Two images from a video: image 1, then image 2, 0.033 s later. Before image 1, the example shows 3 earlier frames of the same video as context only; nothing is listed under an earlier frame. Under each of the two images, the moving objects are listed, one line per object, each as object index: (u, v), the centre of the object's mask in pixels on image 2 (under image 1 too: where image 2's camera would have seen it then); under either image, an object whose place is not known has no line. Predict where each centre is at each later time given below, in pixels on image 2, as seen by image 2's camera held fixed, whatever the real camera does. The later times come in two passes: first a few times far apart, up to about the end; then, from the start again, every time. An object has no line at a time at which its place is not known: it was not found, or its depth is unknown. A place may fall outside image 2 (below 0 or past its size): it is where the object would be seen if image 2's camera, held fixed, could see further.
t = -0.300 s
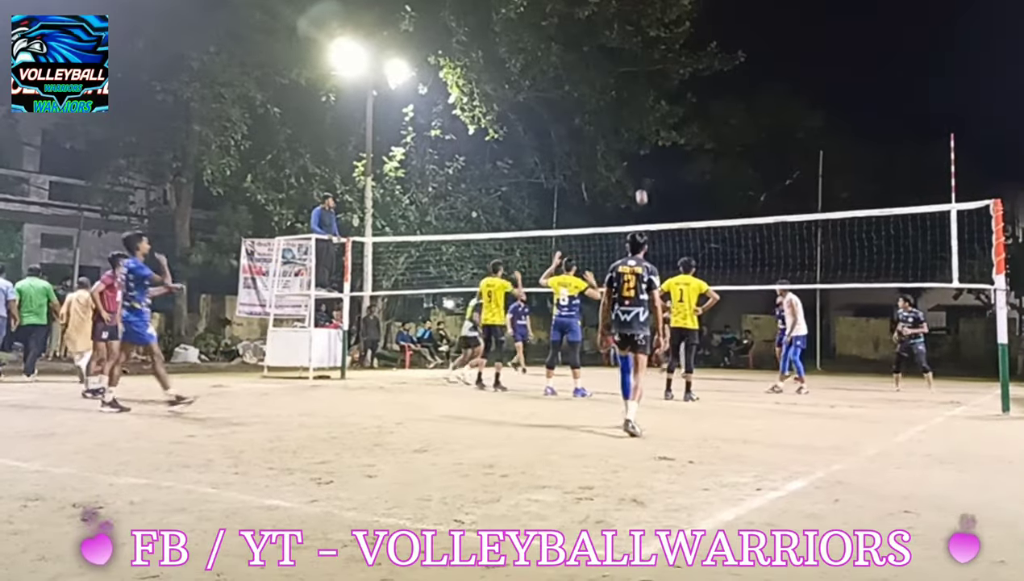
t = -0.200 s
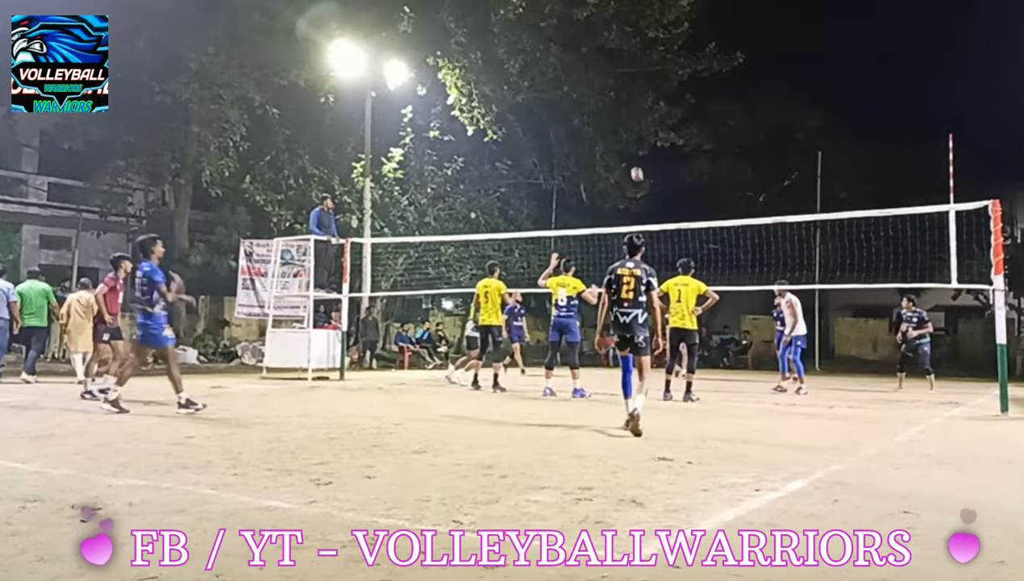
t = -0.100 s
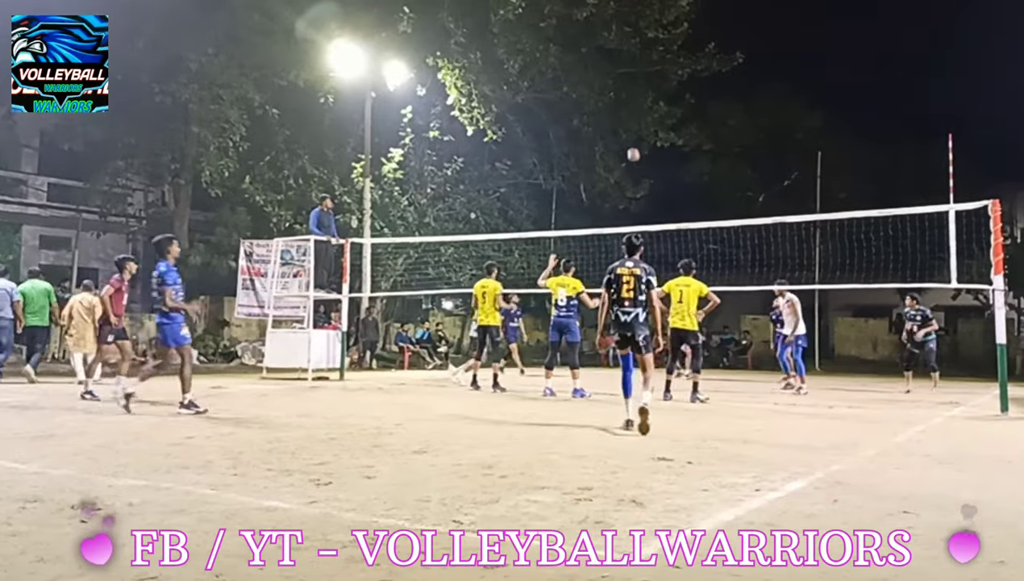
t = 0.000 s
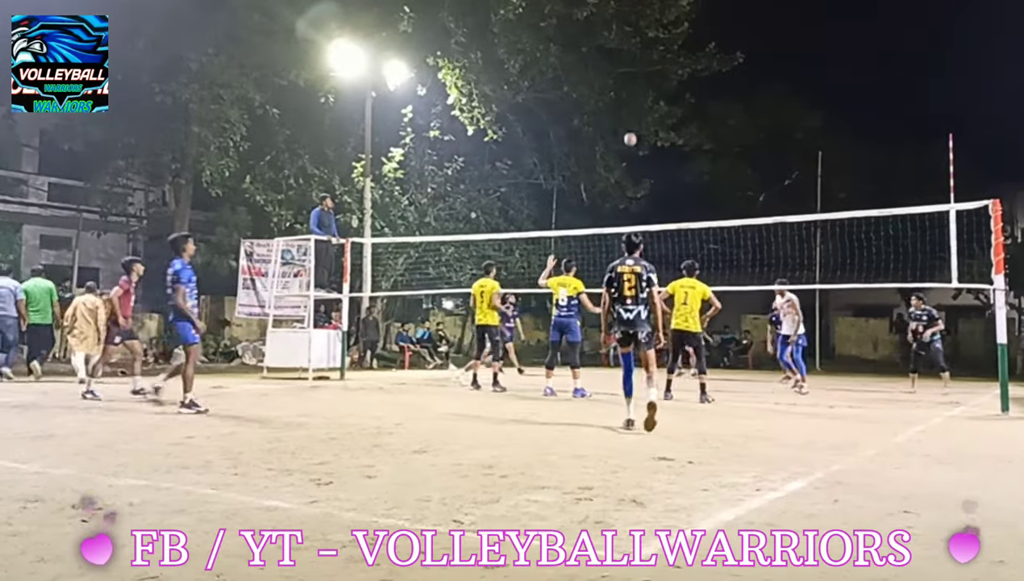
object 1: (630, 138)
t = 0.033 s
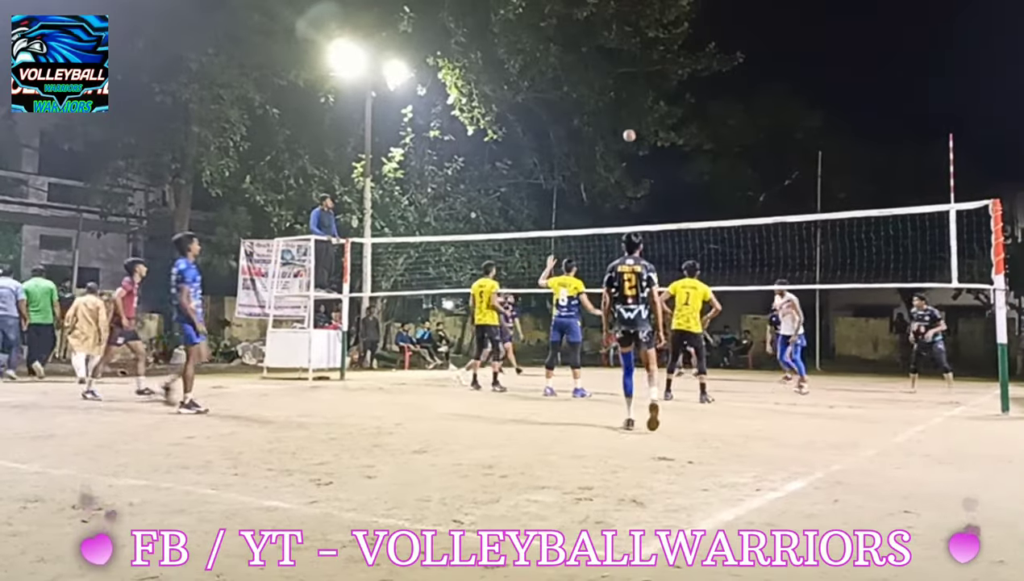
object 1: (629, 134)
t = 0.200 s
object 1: (623, 122)
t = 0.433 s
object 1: (614, 128)
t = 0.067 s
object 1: (628, 131)
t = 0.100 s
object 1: (626, 128)
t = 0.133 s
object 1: (625, 126)
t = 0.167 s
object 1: (624, 124)
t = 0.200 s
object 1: (623, 122)
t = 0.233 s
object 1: (621, 122)
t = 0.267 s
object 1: (620, 121)
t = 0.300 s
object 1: (619, 122)
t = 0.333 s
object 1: (618, 122)
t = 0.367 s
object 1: (616, 123)
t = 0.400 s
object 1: (615, 125)
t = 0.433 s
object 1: (614, 128)
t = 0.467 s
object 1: (612, 131)
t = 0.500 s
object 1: (611, 135)
